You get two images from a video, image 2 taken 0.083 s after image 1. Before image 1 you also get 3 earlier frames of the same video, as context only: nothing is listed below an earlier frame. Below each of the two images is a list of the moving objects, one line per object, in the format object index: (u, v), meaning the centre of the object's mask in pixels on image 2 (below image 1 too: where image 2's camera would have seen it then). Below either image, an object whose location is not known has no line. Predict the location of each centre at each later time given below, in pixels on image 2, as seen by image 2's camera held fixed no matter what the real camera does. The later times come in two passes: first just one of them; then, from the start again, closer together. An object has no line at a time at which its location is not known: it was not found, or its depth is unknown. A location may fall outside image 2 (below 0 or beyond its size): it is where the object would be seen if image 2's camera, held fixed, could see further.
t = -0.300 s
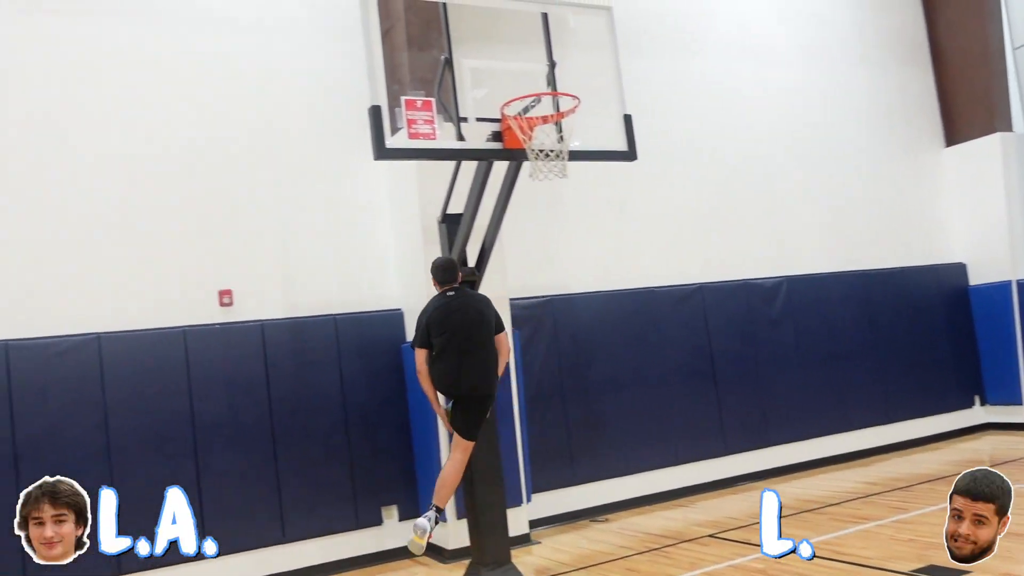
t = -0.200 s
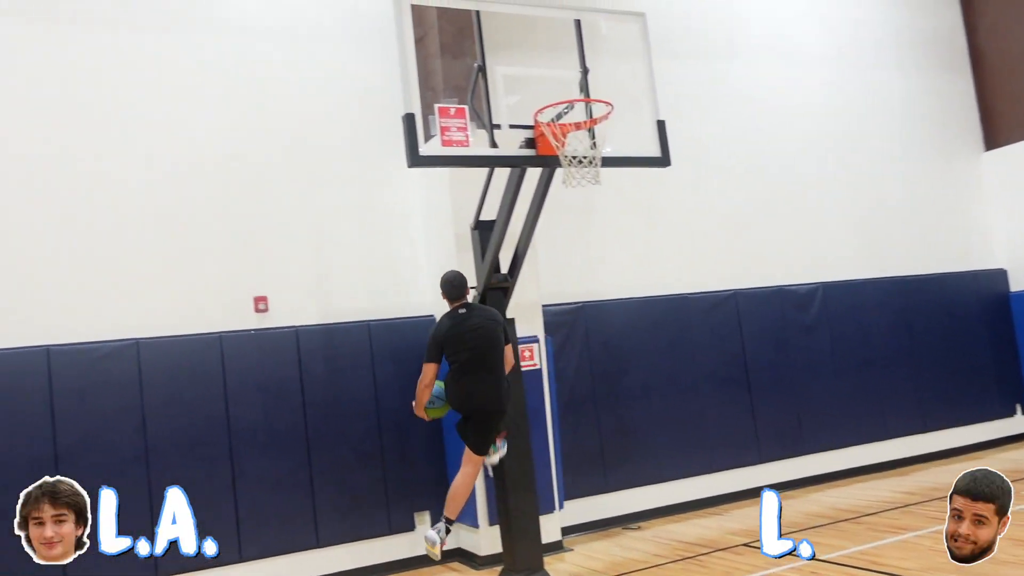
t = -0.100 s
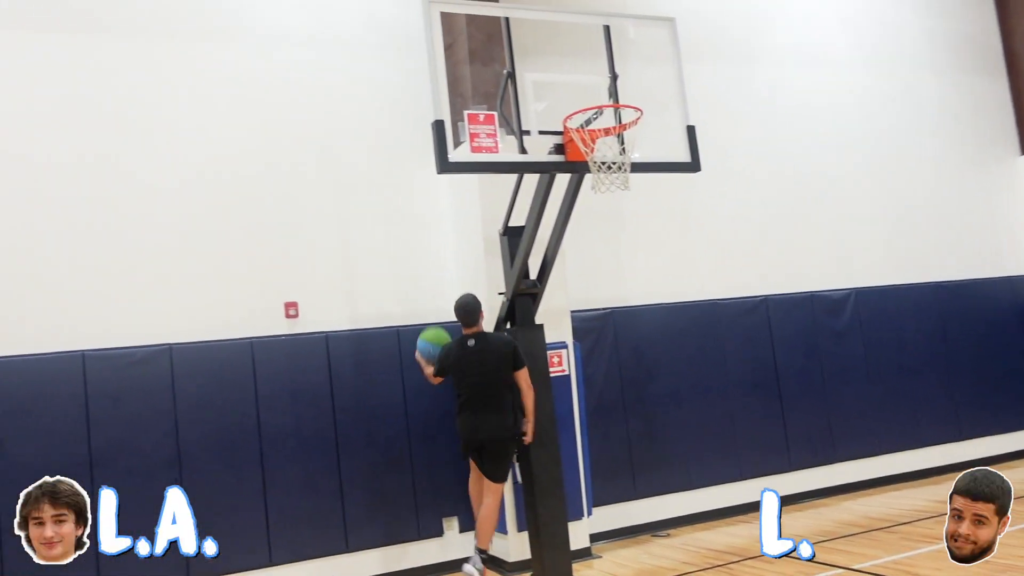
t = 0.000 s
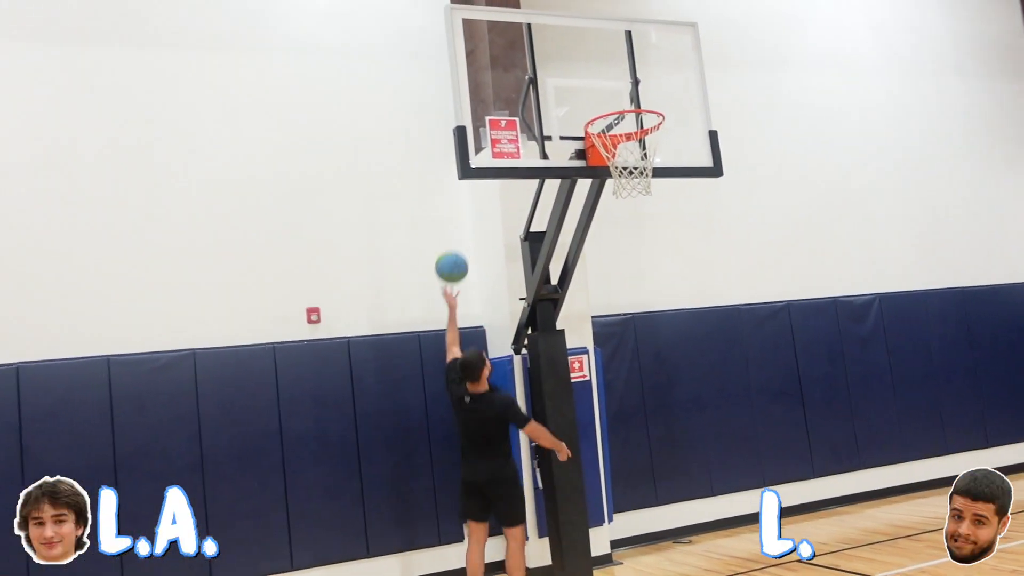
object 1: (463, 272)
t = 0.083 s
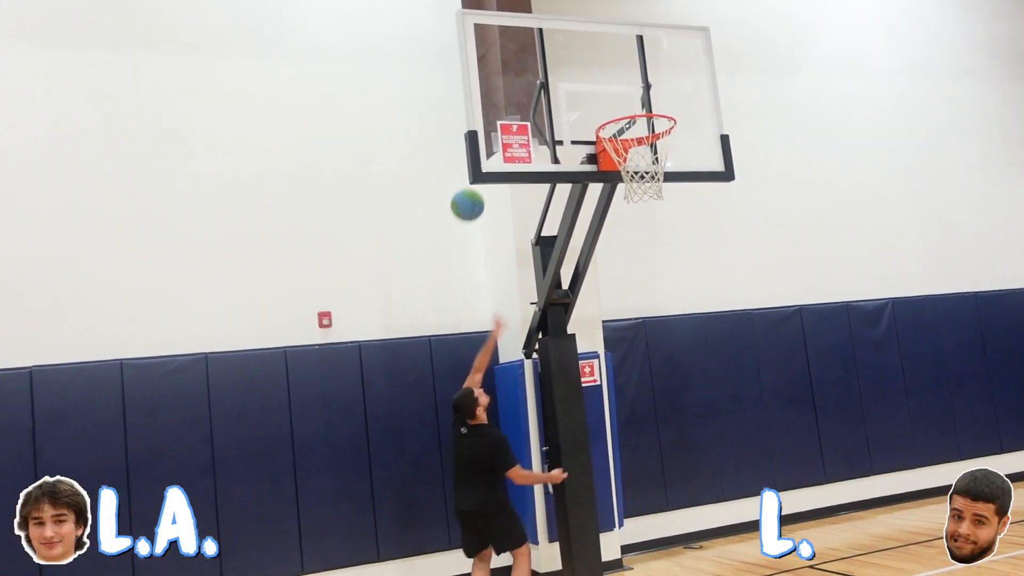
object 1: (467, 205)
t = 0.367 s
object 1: (492, 41)
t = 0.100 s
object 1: (468, 194)
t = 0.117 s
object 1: (466, 183)
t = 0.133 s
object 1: (462, 170)
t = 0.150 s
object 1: (462, 158)
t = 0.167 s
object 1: (462, 147)
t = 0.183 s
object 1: (463, 136)
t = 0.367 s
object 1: (492, 41)
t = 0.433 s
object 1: (498, 6)
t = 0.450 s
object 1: (500, 3)
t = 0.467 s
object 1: (502, 1)
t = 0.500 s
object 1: (506, -4)
